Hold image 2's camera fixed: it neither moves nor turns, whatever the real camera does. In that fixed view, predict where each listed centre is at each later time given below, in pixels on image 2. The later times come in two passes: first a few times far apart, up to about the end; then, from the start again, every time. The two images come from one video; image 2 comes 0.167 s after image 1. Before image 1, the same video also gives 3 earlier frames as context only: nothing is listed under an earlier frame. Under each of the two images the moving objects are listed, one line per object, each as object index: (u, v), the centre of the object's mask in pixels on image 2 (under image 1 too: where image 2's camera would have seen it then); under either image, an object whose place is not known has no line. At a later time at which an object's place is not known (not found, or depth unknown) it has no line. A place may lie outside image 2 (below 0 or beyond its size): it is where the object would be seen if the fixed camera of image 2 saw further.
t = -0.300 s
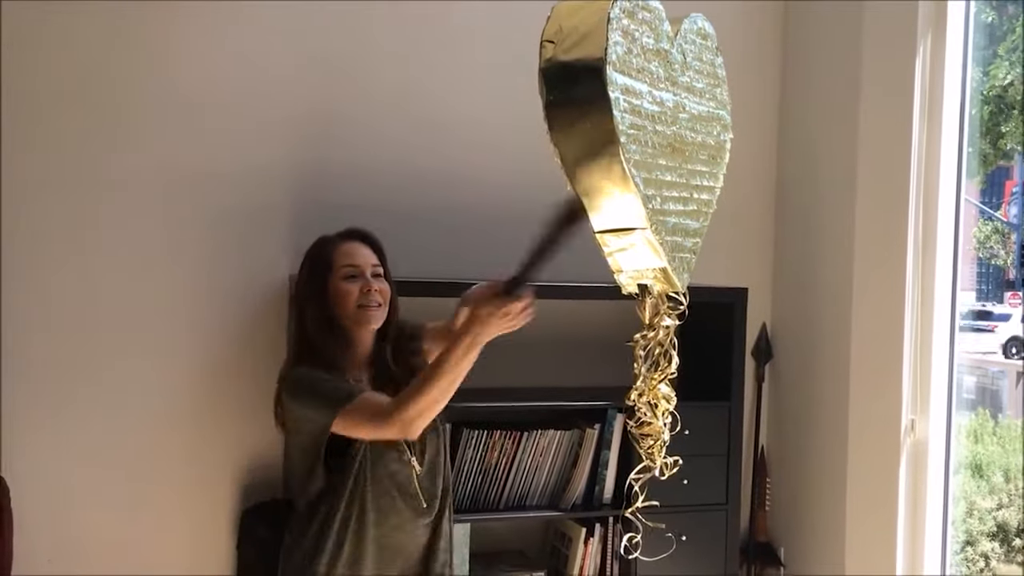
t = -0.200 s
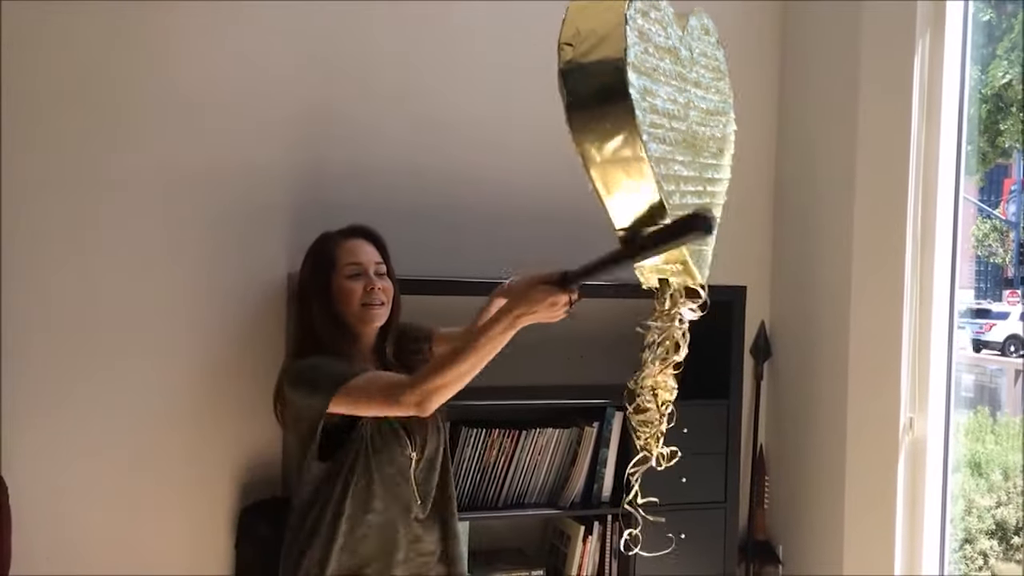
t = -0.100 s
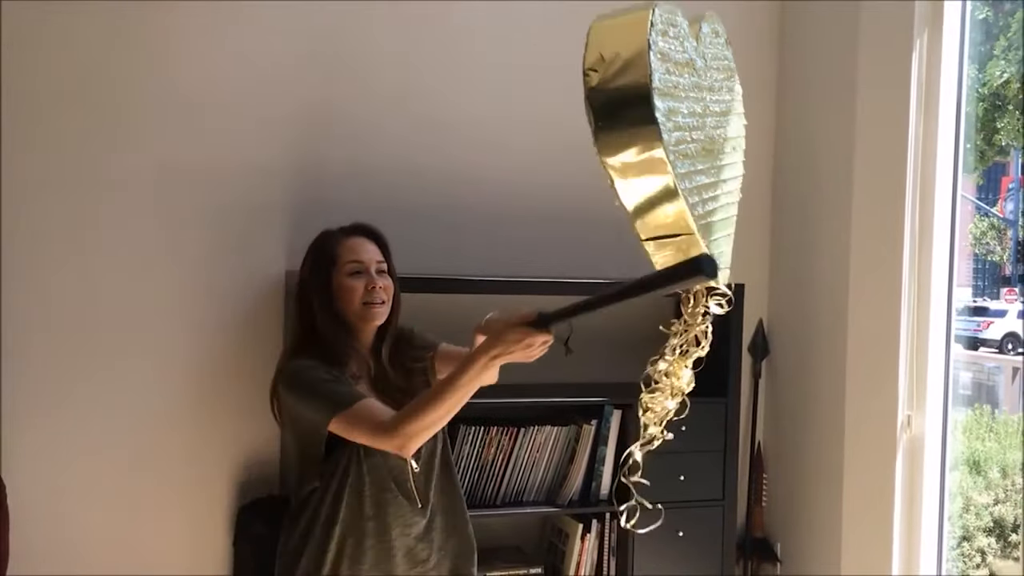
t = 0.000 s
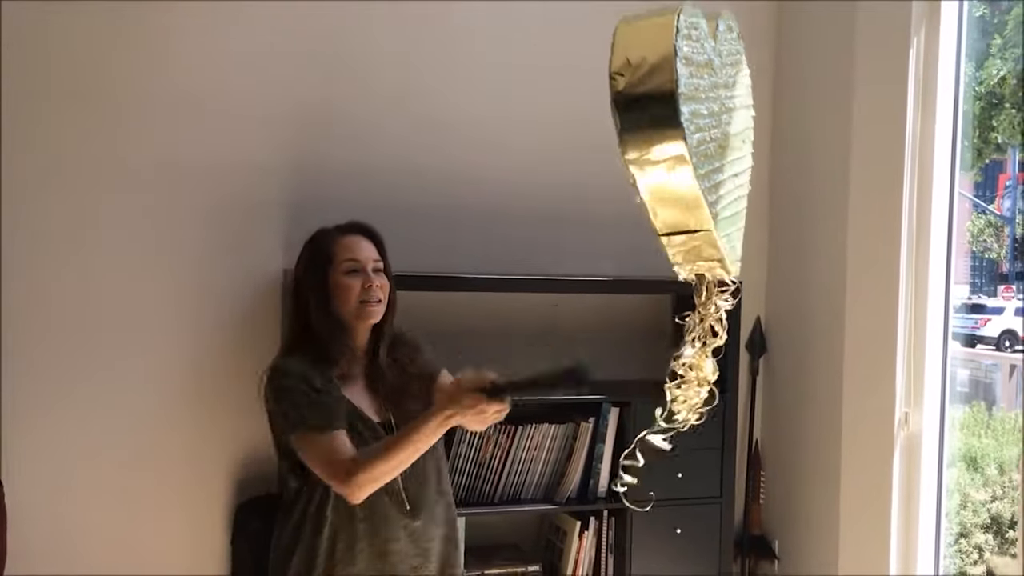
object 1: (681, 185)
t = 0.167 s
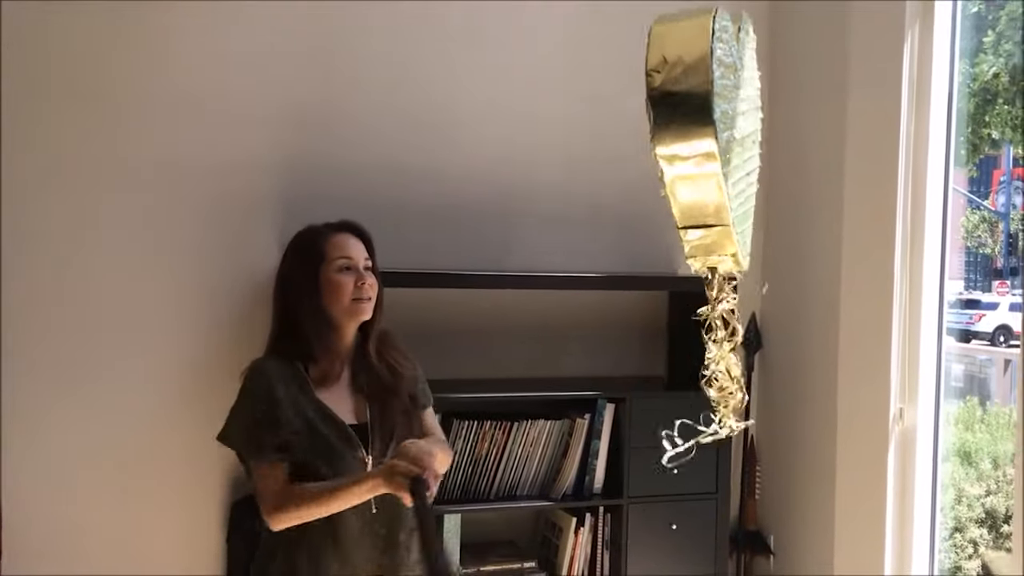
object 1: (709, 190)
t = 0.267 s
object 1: (719, 198)
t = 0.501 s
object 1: (730, 209)
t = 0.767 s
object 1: (728, 215)
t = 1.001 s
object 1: (700, 206)
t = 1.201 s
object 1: (668, 197)
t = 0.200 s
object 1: (712, 192)
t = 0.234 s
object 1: (716, 196)
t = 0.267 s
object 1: (719, 198)
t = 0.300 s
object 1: (722, 201)
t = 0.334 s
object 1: (724, 202)
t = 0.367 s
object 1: (726, 204)
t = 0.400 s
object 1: (727, 205)
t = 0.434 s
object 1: (729, 208)
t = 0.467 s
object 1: (729, 209)
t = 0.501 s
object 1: (730, 209)
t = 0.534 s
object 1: (731, 215)
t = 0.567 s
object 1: (731, 217)
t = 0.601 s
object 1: (732, 217)
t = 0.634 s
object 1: (732, 215)
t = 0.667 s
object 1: (731, 213)
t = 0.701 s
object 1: (731, 220)
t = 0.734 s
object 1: (730, 216)
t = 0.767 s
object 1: (728, 215)
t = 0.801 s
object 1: (725, 212)
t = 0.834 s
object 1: (722, 217)
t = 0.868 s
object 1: (717, 205)
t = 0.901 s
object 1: (713, 206)
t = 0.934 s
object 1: (710, 214)
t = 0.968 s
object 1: (704, 202)
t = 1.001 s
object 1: (700, 206)
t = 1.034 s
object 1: (695, 203)
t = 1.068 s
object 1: (690, 202)
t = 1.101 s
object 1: (684, 199)
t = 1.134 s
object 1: (679, 195)
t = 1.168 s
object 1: (674, 196)
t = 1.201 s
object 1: (668, 197)
